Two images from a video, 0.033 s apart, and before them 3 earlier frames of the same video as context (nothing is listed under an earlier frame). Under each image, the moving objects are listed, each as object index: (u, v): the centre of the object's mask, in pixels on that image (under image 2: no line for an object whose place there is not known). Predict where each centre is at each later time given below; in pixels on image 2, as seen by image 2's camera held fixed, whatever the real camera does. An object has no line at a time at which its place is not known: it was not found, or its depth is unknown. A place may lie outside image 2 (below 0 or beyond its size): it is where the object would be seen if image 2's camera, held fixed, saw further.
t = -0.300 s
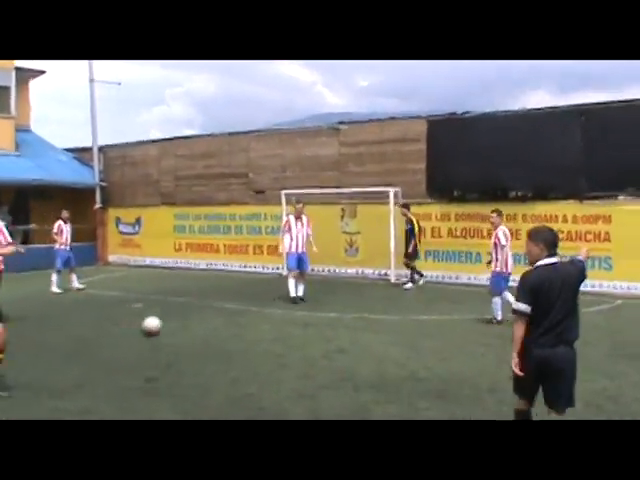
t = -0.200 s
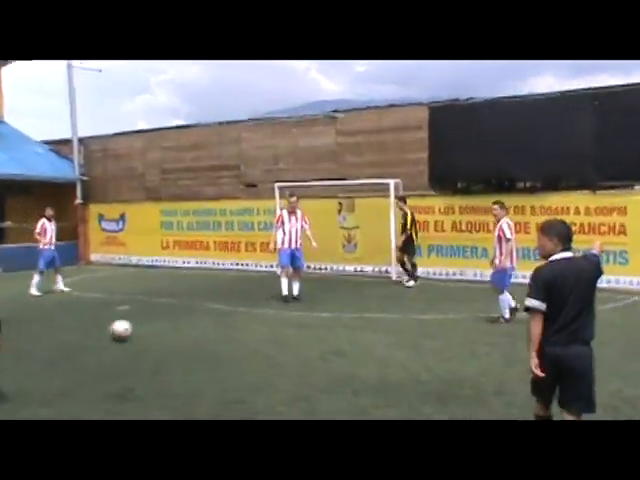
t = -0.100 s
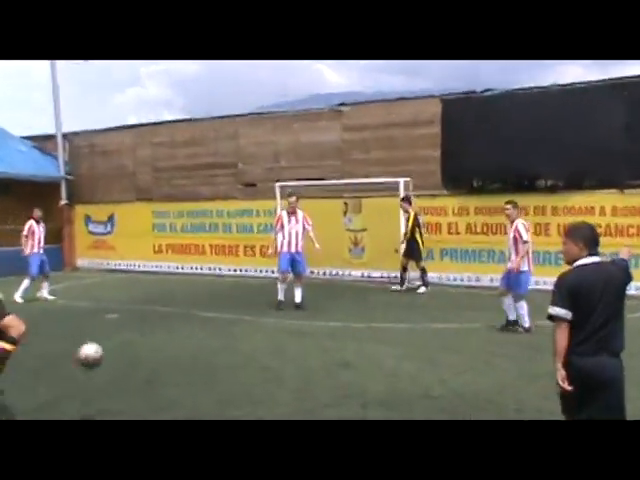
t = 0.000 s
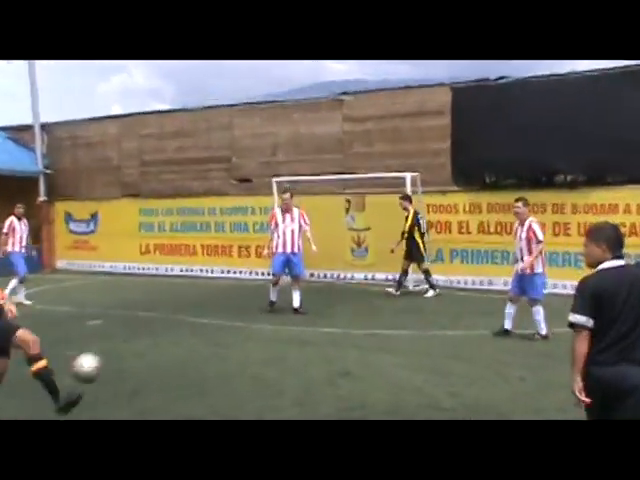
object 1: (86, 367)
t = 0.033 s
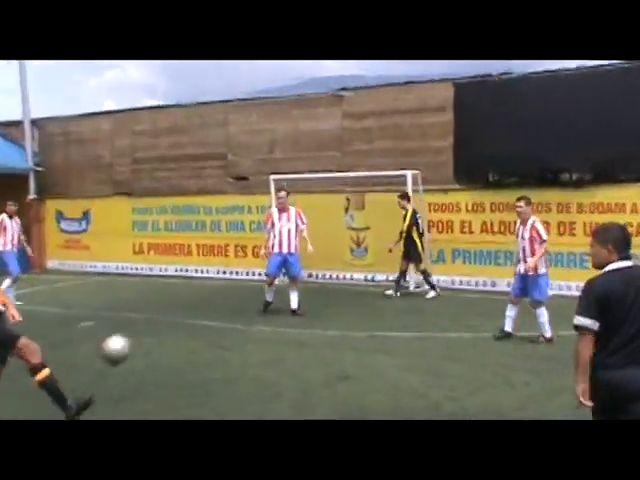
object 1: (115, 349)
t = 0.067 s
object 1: (155, 329)
